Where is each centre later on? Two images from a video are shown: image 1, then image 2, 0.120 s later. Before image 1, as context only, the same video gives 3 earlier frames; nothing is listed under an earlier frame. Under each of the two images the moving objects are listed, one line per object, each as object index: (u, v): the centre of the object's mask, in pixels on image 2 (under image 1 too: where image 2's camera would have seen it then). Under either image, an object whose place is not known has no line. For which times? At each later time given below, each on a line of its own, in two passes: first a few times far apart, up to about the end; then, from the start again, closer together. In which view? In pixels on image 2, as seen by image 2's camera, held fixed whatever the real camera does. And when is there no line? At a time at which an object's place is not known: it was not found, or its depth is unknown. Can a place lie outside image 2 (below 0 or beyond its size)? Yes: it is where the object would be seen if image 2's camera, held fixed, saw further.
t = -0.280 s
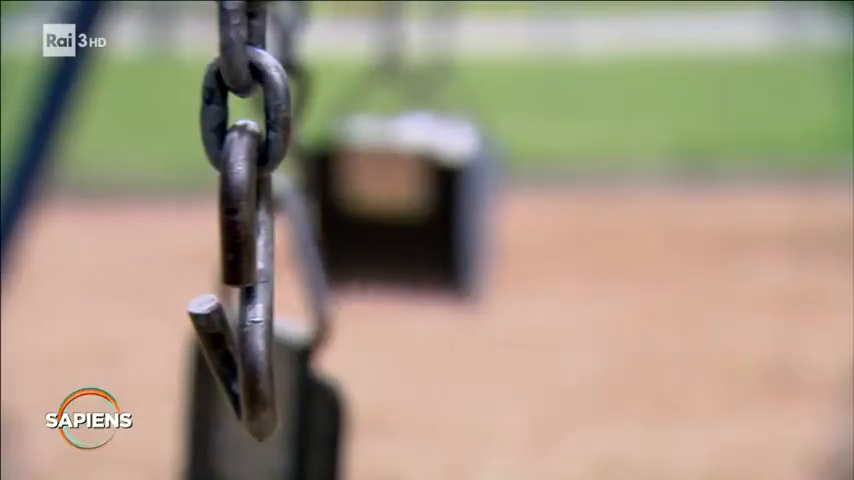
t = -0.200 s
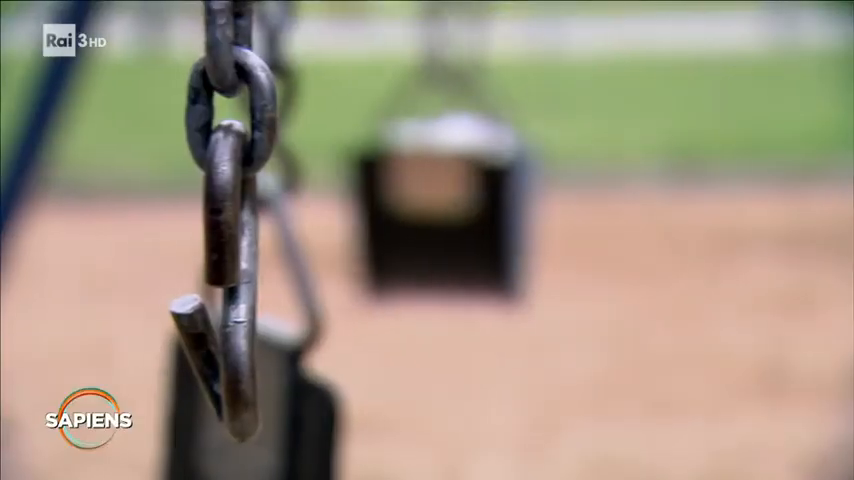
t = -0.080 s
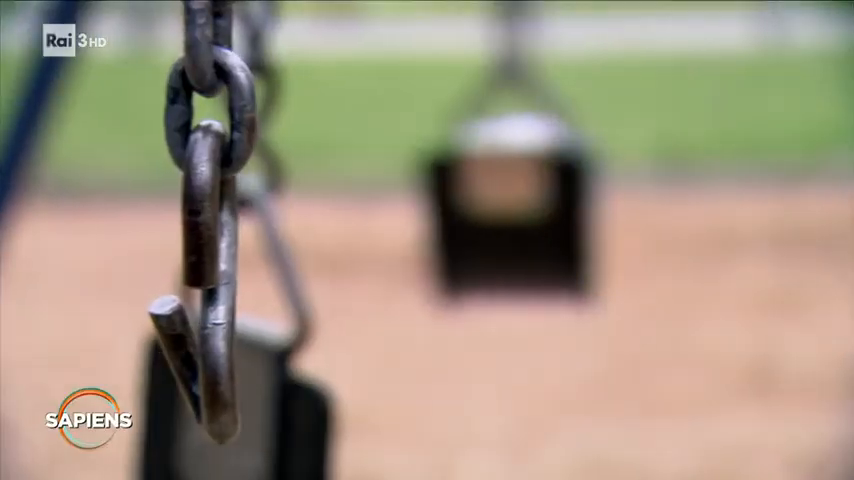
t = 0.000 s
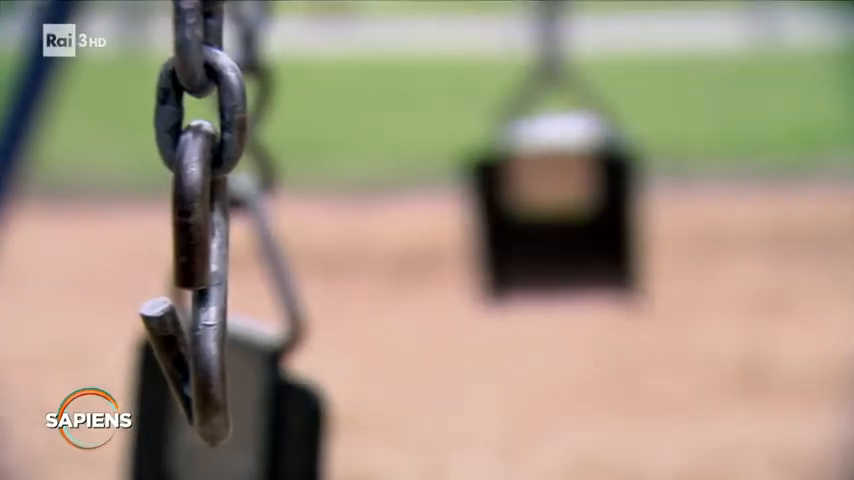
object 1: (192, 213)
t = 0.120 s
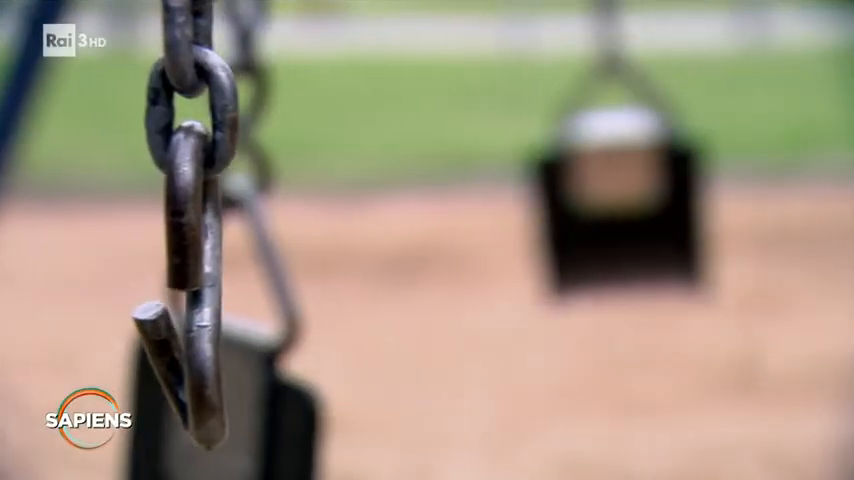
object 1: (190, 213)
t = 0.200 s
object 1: (190, 213)
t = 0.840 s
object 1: (182, 214)
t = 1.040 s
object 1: (190, 212)
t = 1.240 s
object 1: (194, 213)
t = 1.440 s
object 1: (179, 211)
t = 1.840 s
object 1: (184, 214)
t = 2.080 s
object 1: (183, 216)
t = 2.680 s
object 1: (186, 214)
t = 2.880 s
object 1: (187, 213)
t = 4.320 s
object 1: (181, 215)
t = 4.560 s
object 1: (184, 217)
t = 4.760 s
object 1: (180, 215)
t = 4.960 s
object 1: (181, 215)
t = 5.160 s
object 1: (186, 214)
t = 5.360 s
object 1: (185, 214)
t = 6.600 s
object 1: (176, 217)
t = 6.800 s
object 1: (191, 215)
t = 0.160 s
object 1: (190, 214)
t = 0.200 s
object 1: (190, 213)
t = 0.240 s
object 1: (188, 214)
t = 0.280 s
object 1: (186, 213)
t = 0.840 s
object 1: (182, 214)
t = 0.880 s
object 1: (183, 213)
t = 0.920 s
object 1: (184, 213)
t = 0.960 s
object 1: (185, 213)
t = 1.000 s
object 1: (187, 211)
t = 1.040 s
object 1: (190, 212)
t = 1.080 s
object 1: (192, 213)
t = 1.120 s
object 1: (194, 213)
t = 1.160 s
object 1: (195, 213)
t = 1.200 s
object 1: (195, 213)
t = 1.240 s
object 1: (194, 213)
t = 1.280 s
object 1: (192, 212)
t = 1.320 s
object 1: (189, 211)
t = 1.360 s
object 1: (186, 210)
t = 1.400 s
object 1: (182, 212)
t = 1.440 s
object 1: (179, 211)
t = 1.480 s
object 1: (177, 212)
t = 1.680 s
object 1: (179, 212)
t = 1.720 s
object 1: (181, 213)
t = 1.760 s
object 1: (183, 213)
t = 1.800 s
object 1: (183, 213)
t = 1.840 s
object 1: (184, 214)
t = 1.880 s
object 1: (184, 214)
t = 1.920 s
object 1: (184, 215)
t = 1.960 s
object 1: (184, 215)
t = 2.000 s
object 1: (183, 215)
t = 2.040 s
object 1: (183, 216)
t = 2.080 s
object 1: (183, 216)
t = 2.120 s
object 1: (183, 216)
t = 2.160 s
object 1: (182, 216)
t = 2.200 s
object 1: (181, 215)
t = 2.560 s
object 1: (178, 214)
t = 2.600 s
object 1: (181, 215)
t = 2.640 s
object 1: (184, 215)
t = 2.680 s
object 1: (186, 214)
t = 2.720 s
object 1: (189, 213)
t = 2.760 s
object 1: (190, 214)
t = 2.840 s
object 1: (189, 213)
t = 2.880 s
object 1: (187, 213)
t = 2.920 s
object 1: (184, 213)
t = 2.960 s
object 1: (181, 214)
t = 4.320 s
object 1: (181, 215)
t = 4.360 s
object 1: (184, 216)
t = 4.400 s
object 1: (185, 216)
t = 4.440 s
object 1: (186, 217)
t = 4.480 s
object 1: (186, 216)
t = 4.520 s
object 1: (185, 216)
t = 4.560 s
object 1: (184, 217)
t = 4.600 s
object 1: (183, 217)
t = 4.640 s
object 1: (182, 216)
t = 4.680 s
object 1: (181, 216)
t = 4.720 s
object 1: (180, 216)
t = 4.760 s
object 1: (180, 215)
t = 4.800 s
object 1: (180, 215)
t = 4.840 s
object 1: (180, 215)
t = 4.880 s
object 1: (180, 215)
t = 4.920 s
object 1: (181, 215)
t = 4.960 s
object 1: (181, 215)
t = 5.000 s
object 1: (182, 214)
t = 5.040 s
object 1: (183, 214)
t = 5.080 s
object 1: (184, 214)
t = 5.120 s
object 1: (185, 215)
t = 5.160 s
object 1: (186, 214)
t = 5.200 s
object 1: (187, 215)
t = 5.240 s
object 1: (188, 215)
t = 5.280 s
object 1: (188, 215)
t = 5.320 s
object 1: (187, 214)
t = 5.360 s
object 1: (185, 214)
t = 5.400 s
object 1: (183, 214)
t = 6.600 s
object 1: (176, 217)
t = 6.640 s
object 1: (178, 217)
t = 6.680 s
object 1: (181, 216)
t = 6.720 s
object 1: (184, 216)
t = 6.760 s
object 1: (188, 215)
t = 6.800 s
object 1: (191, 215)
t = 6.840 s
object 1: (195, 216)
